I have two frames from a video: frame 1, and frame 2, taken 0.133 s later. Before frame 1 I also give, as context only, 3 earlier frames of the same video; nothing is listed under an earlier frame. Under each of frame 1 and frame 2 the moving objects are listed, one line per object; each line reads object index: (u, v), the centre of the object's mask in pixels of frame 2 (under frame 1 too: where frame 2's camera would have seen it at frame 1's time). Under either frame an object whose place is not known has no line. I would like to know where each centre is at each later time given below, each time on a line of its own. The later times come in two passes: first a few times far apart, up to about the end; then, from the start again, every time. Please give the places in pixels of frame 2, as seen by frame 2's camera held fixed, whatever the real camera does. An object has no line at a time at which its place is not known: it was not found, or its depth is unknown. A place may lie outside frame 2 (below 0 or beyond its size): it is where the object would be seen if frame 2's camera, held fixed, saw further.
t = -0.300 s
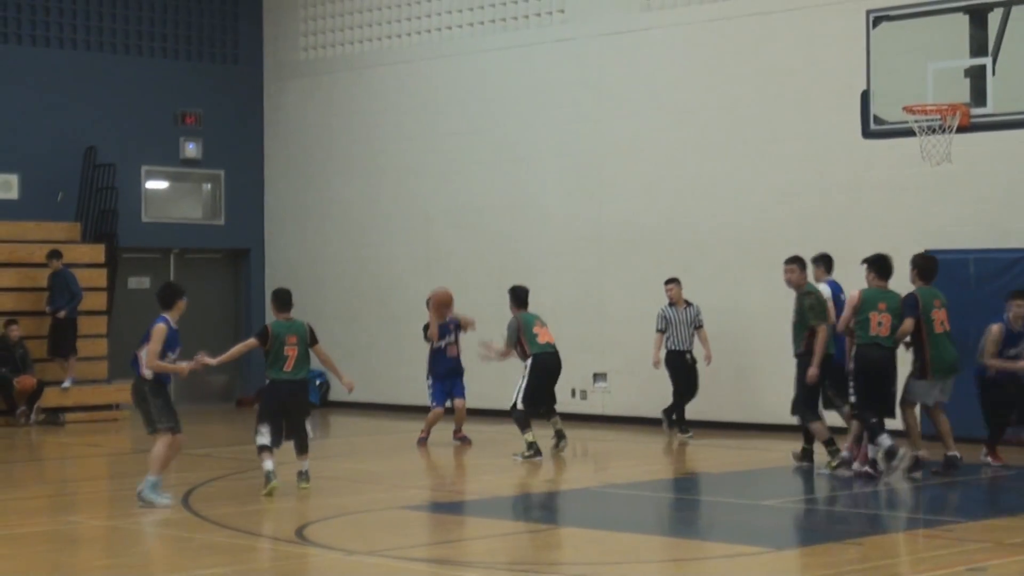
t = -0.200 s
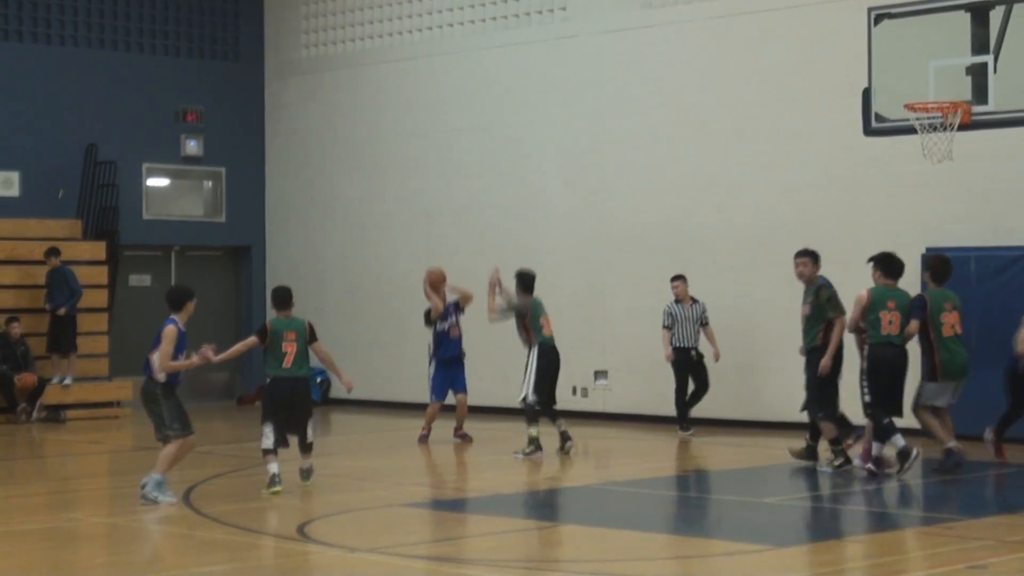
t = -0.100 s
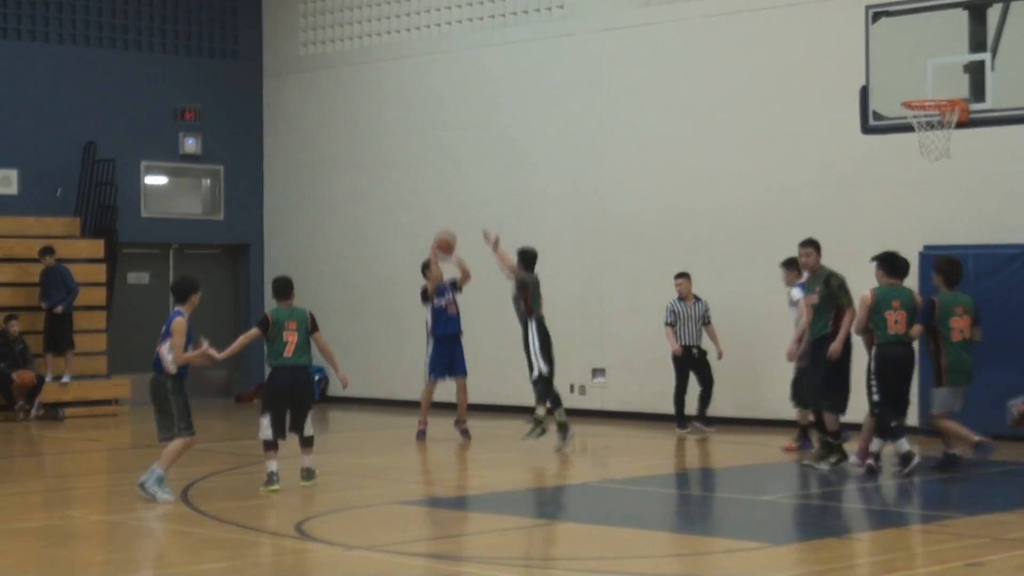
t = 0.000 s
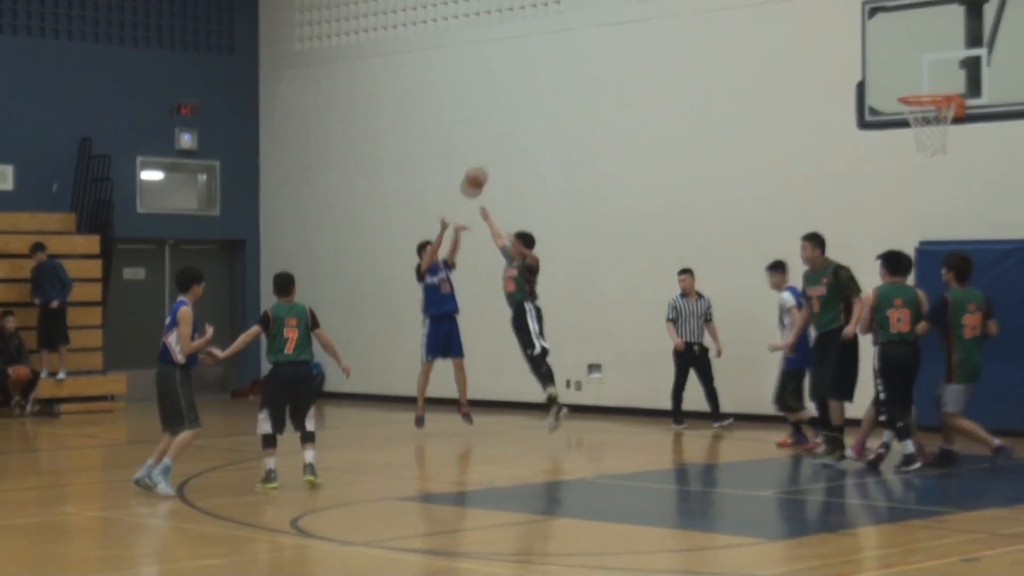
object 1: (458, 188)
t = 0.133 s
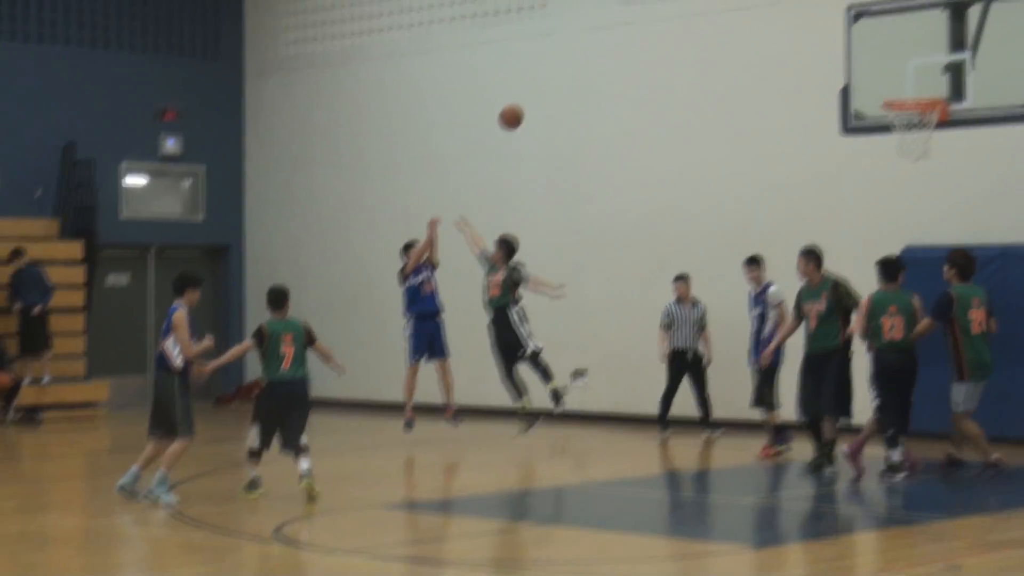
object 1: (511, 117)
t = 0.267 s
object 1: (565, 63)
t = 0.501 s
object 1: (665, 11)
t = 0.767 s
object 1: (792, 21)
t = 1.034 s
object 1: (929, 126)
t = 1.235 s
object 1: (947, 166)
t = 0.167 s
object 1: (524, 102)
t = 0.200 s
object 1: (538, 88)
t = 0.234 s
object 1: (552, 74)
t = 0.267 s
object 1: (565, 63)
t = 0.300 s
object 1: (579, 52)
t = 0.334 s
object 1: (593, 42)
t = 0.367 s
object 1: (607, 34)
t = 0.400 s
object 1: (621, 26)
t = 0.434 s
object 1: (636, 20)
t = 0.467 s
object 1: (651, 15)
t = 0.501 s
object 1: (665, 11)
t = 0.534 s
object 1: (680, 8)
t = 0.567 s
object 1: (695, 7)
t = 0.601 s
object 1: (711, 6)
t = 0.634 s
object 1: (726, 7)
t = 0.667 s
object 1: (742, 10)
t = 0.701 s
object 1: (758, 12)
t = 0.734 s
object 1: (774, 18)
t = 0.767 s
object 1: (792, 21)
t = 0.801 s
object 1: (806, 31)
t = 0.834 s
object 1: (823, 39)
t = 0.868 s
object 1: (840, 49)
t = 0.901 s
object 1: (859, 60)
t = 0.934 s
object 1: (875, 74)
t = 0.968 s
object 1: (893, 87)
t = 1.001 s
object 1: (907, 95)
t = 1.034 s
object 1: (929, 126)
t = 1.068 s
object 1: (936, 130)
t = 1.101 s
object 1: (939, 136)
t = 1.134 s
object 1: (941, 142)
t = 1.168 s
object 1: (943, 149)
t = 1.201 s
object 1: (945, 157)
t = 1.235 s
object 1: (947, 166)
